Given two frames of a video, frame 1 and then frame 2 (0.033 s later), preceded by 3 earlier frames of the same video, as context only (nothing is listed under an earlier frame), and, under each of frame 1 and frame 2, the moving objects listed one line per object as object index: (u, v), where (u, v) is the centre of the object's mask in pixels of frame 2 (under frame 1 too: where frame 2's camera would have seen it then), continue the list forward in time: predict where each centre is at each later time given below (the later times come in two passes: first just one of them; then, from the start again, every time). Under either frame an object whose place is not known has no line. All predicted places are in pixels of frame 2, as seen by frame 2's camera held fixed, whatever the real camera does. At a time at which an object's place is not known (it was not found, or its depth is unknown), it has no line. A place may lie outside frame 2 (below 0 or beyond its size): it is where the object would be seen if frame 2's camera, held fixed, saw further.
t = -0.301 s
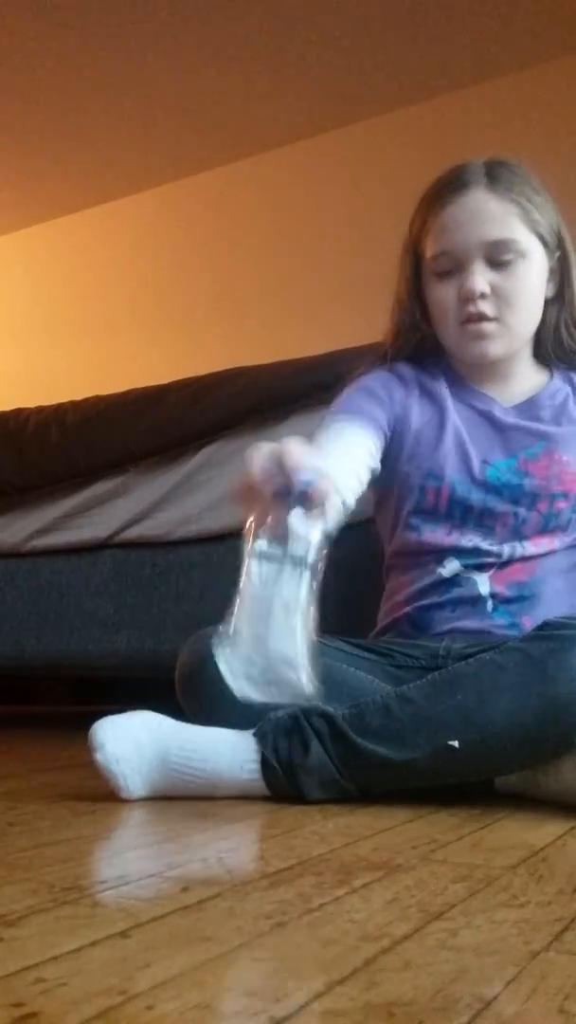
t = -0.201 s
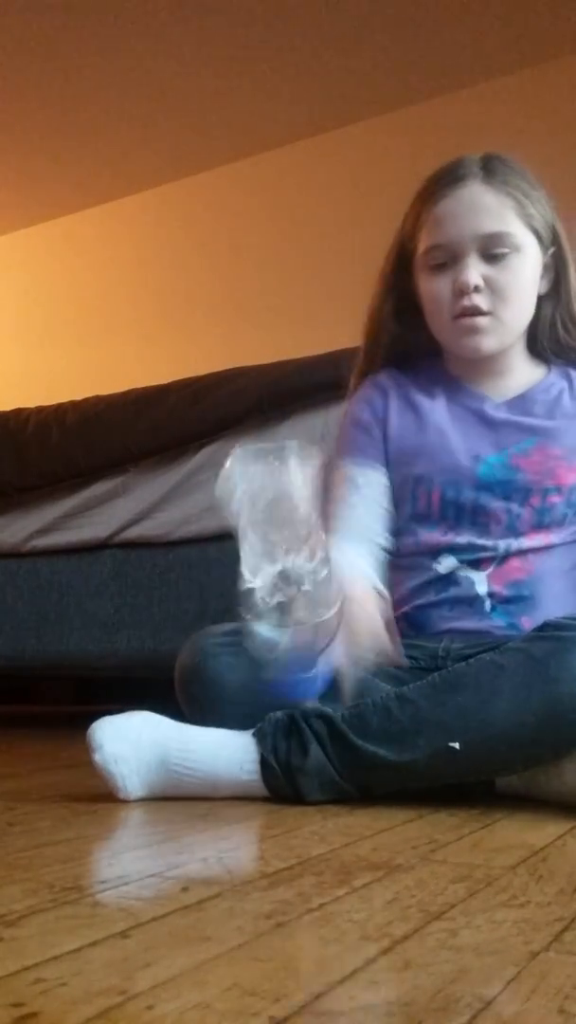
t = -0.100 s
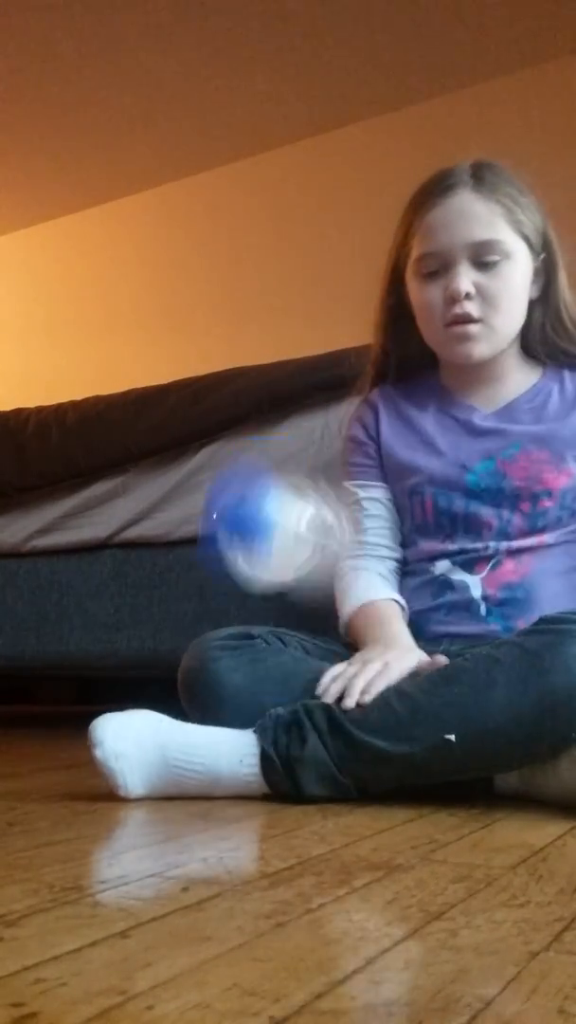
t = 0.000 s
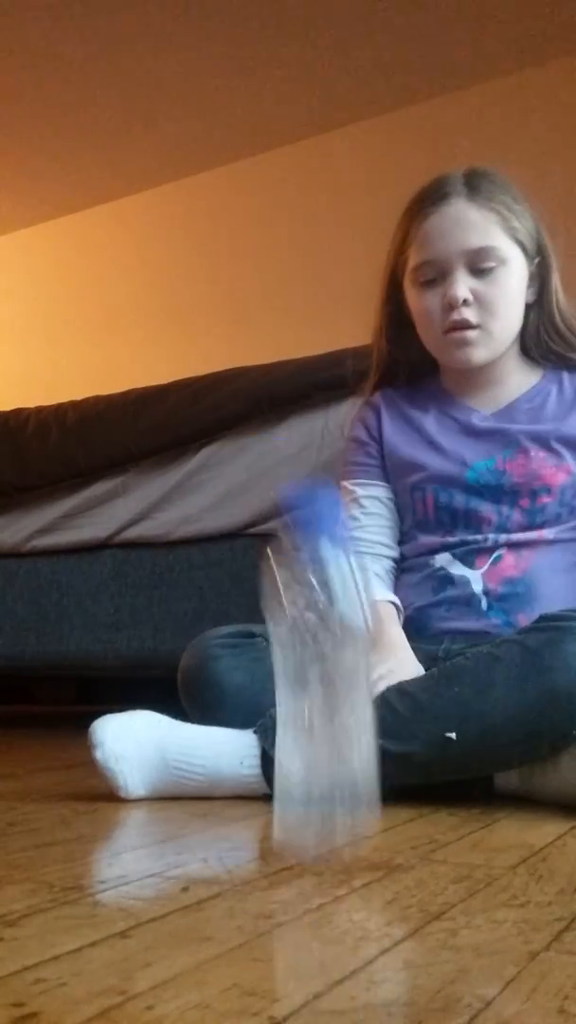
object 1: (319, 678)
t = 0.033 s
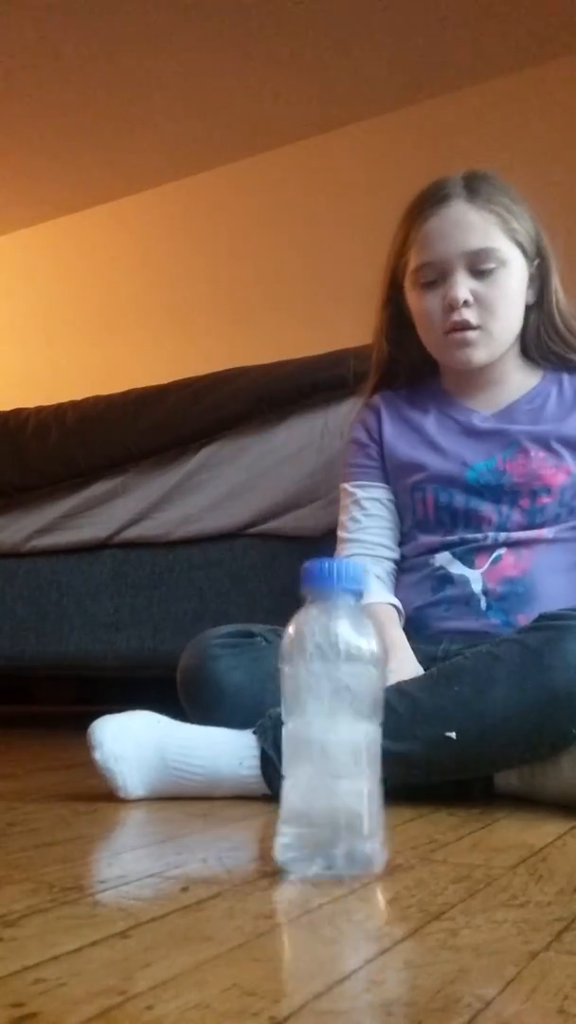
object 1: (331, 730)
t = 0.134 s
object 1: (344, 739)
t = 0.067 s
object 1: (334, 727)
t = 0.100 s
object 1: (339, 732)
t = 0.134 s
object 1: (344, 739)
